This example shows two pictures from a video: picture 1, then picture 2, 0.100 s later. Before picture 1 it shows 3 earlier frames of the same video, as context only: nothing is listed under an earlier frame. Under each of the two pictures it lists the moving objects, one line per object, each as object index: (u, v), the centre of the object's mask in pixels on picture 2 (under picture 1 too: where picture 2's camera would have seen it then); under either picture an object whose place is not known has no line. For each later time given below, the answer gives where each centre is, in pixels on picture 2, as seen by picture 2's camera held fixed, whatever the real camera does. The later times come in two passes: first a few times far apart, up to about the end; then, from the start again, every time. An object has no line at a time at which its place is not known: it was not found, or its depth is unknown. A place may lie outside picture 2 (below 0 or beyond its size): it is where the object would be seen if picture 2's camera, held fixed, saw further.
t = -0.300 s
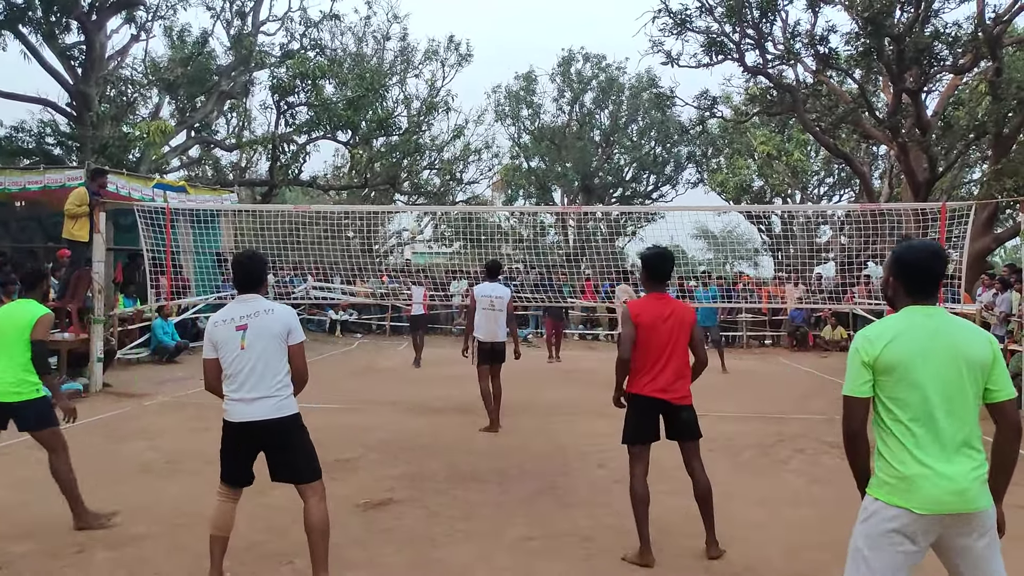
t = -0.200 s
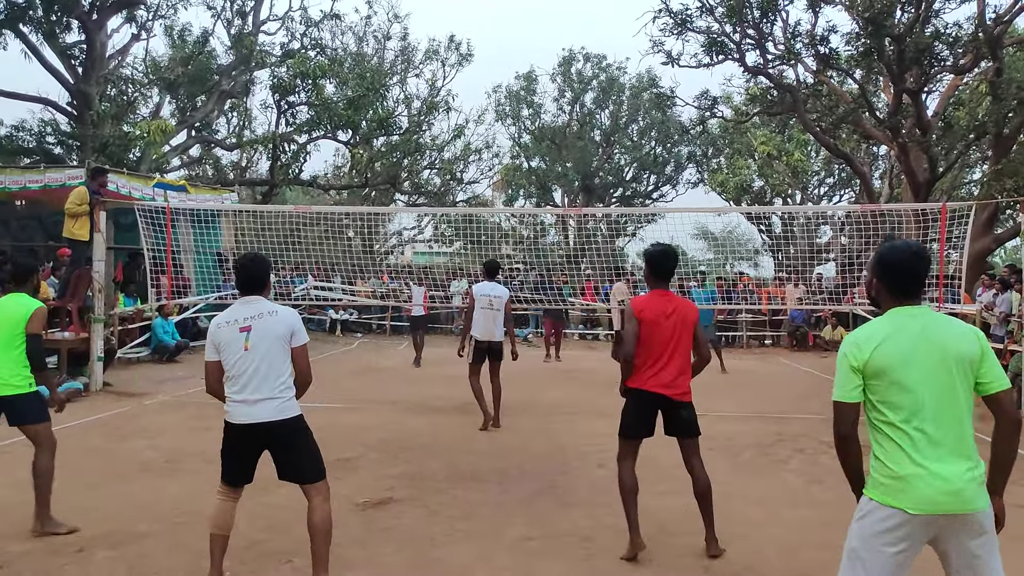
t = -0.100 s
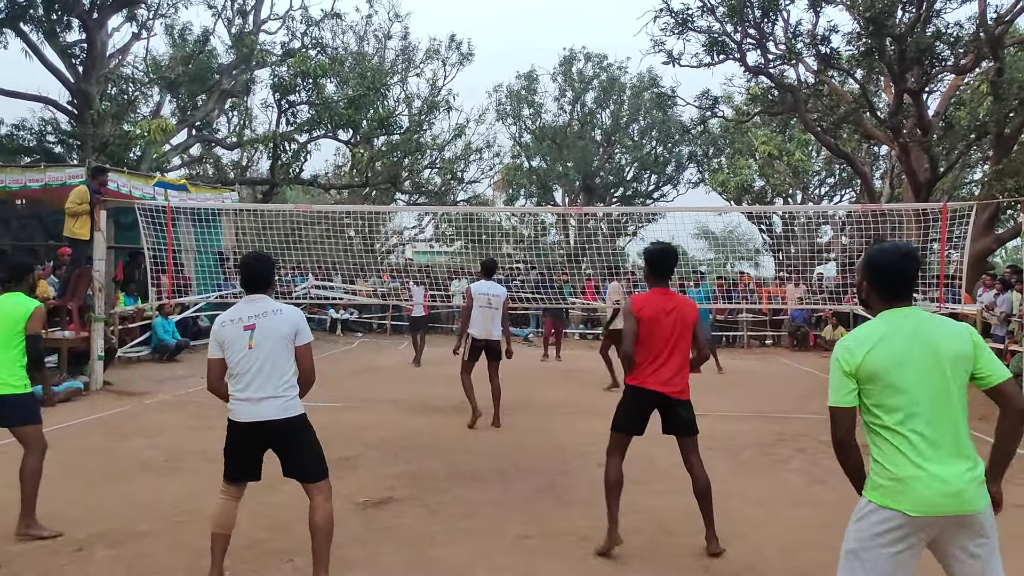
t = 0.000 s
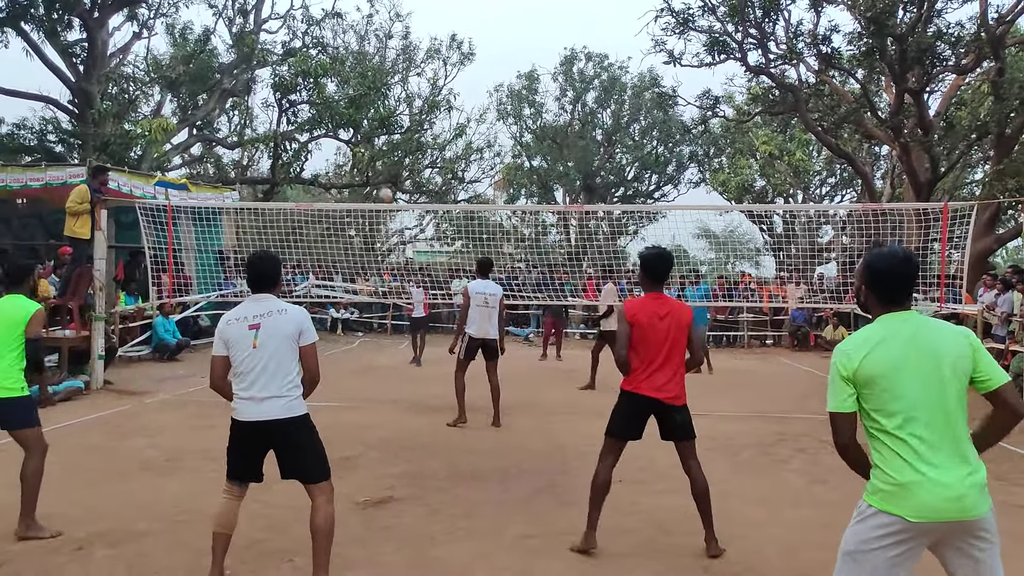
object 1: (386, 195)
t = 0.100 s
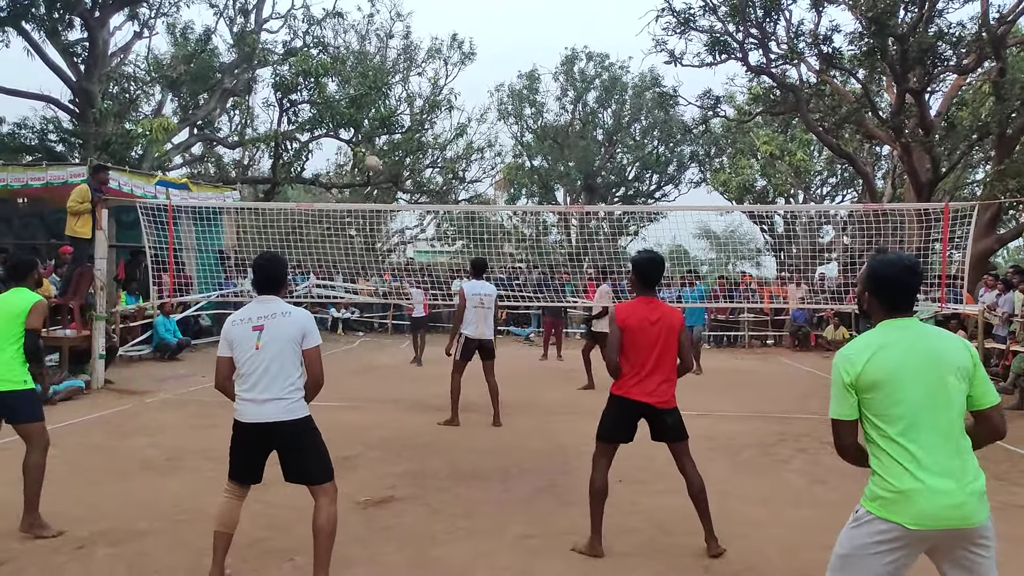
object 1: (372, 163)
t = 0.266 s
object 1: (346, 117)
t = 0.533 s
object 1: (286, 63)
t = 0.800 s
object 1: (174, 63)
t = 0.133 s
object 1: (368, 153)
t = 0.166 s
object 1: (363, 143)
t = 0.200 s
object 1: (358, 134)
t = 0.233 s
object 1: (352, 125)
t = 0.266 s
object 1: (346, 117)
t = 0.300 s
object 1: (340, 109)
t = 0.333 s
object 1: (332, 101)
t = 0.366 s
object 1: (326, 93)
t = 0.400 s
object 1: (319, 85)
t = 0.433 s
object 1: (311, 78)
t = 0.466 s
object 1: (303, 73)
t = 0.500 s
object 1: (295, 68)
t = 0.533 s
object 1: (286, 63)
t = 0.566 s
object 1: (276, 60)
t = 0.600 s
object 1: (264, 55)
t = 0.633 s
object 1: (253, 55)
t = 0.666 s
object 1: (241, 54)
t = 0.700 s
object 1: (226, 54)
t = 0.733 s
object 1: (209, 56)
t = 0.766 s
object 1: (193, 58)
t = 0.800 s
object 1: (174, 63)
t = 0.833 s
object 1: (154, 69)
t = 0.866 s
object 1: (130, 78)
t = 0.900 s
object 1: (105, 90)
